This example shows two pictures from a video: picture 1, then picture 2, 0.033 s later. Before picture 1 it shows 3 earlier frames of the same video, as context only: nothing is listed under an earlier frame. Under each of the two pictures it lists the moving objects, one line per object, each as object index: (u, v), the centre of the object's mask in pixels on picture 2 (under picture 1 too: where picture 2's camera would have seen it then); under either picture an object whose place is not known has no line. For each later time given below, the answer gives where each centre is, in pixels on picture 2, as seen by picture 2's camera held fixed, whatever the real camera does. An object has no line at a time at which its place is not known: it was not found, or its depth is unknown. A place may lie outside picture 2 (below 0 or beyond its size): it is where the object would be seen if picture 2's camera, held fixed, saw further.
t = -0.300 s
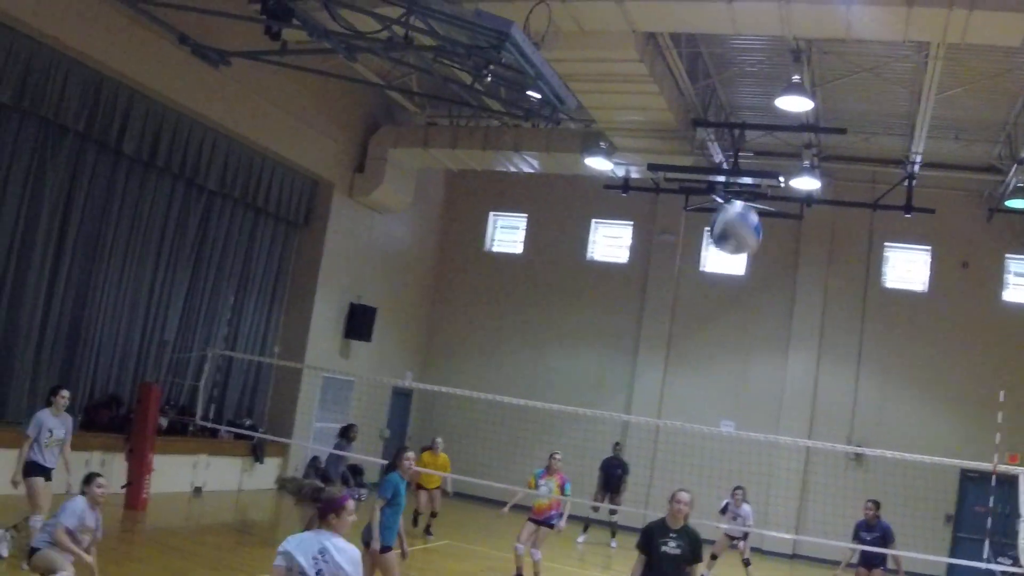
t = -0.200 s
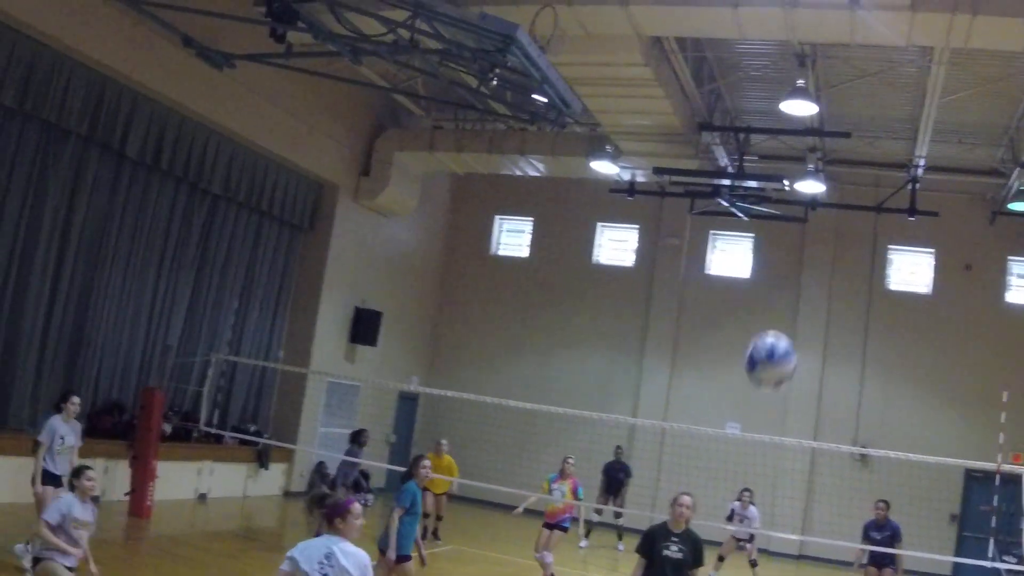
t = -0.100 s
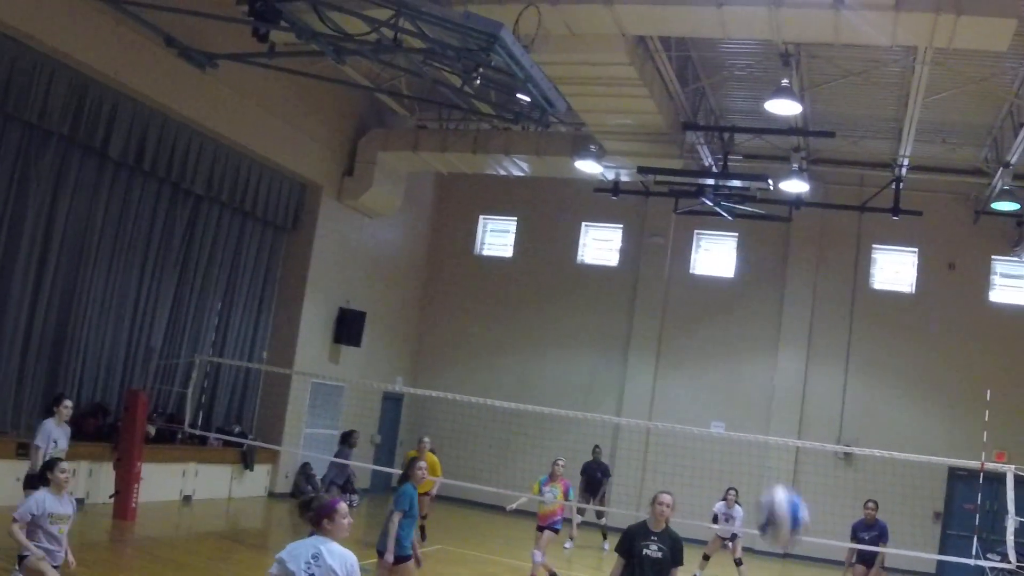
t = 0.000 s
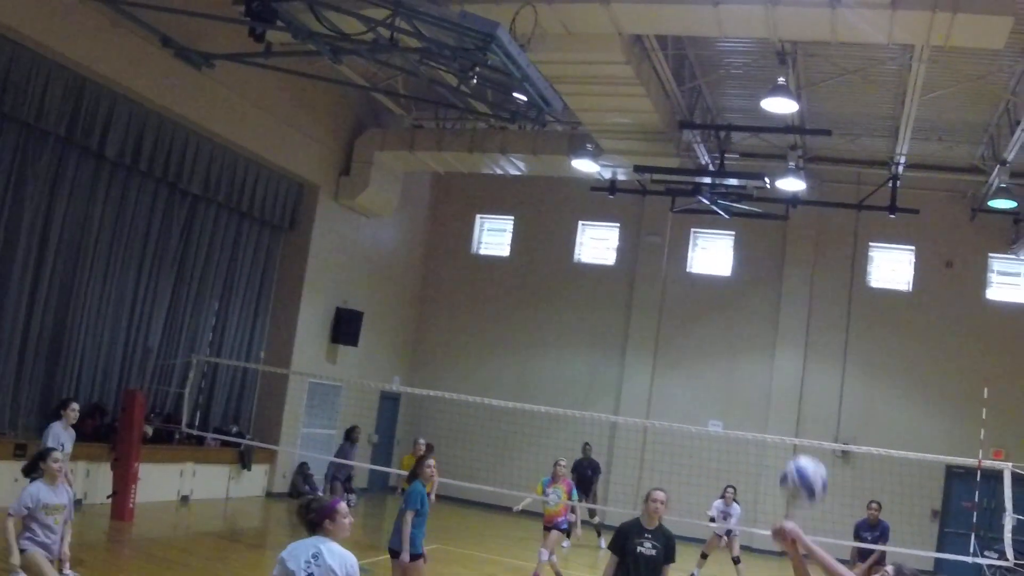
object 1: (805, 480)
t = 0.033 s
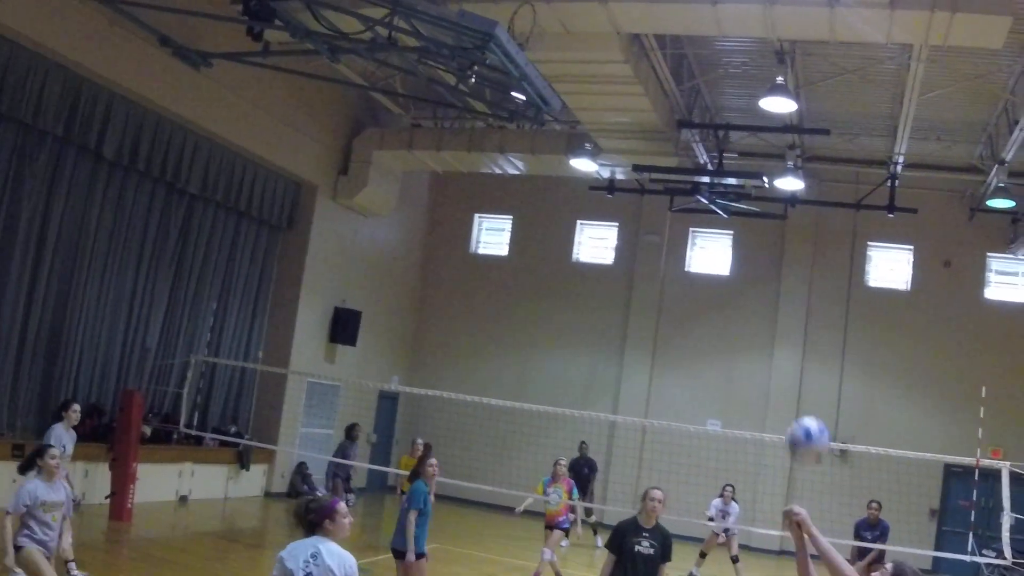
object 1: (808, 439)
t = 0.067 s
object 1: (814, 407)
